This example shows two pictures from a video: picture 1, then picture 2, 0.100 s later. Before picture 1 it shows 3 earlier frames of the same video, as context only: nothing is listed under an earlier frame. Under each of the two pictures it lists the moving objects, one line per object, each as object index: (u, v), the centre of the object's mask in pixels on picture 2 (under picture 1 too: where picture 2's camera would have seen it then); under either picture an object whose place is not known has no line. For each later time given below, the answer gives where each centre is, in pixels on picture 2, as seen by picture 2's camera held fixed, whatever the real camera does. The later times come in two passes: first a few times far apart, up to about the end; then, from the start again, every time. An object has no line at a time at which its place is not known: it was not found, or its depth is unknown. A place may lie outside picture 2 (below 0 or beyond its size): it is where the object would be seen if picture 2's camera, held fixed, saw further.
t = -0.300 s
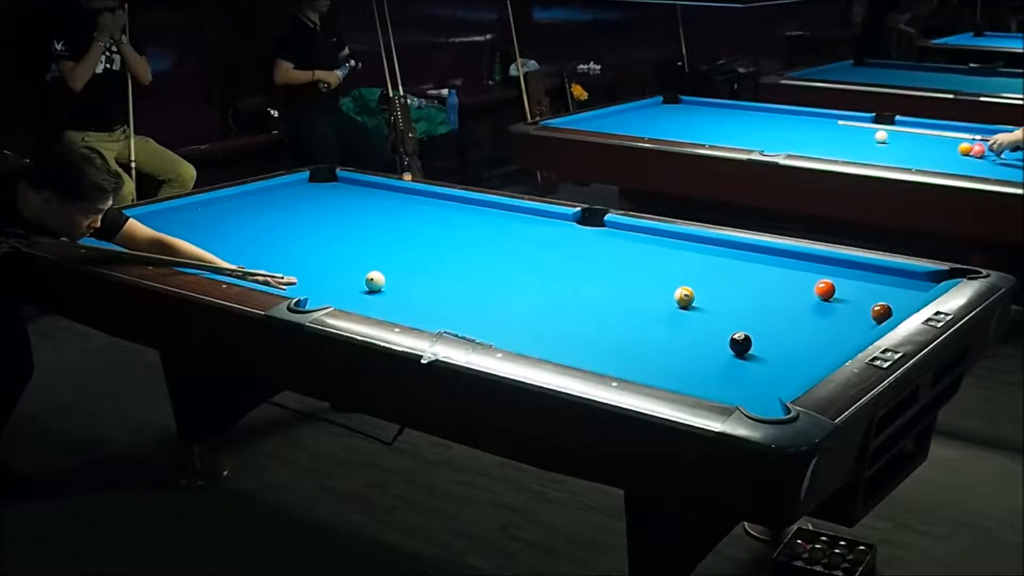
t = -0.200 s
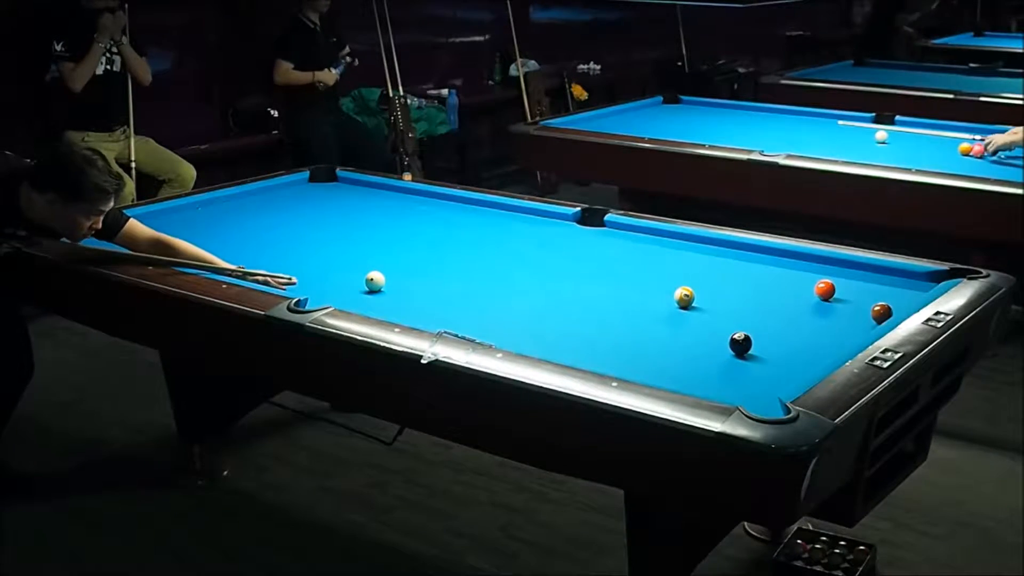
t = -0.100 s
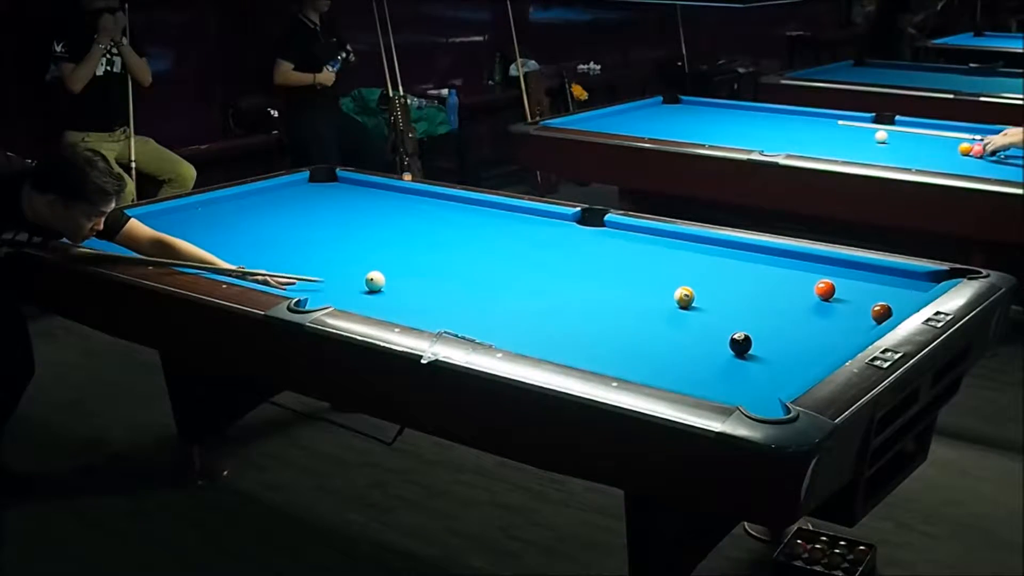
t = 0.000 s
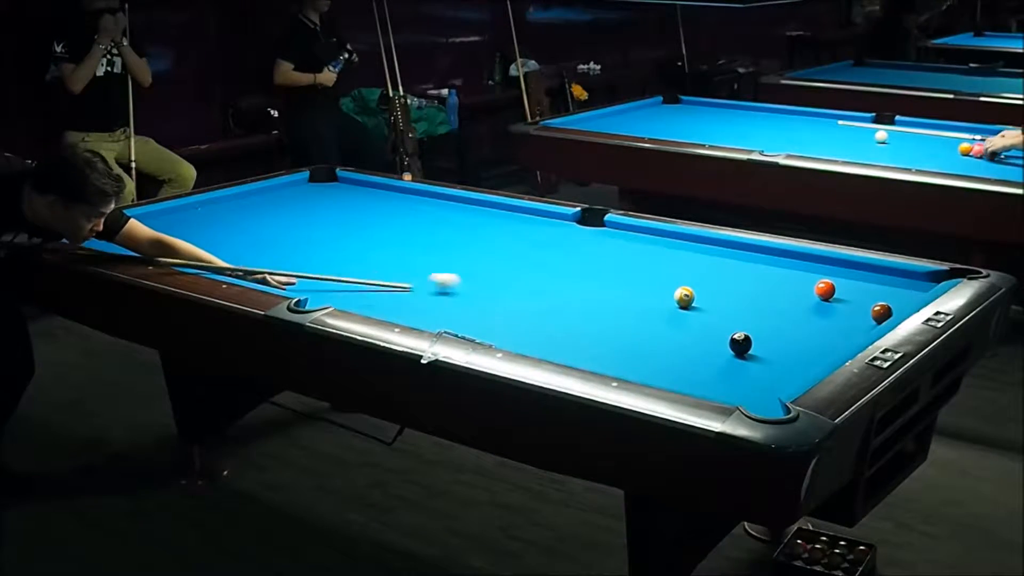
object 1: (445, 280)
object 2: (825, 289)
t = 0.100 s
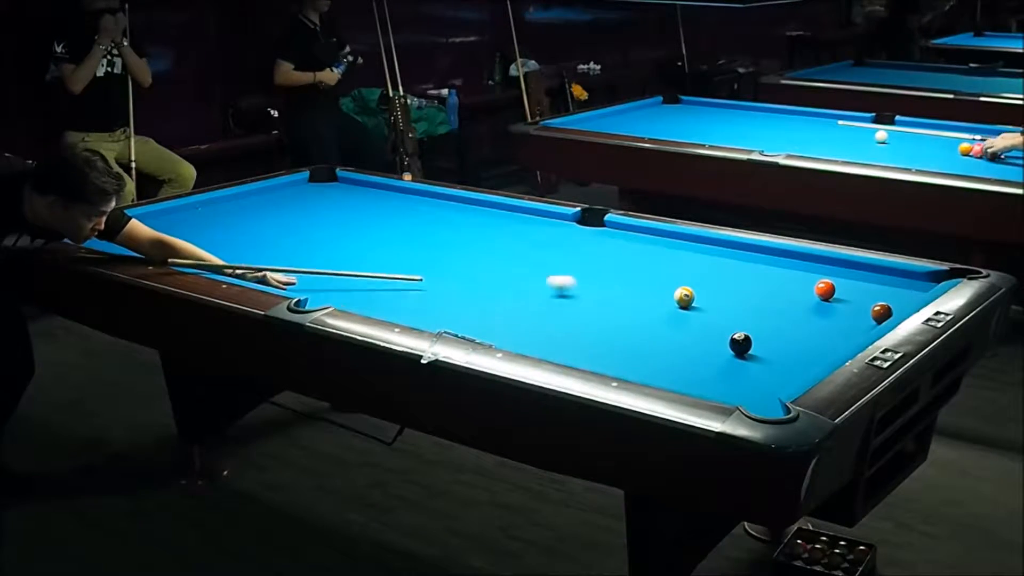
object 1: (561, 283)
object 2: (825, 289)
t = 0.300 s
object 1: (774, 288)
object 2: (825, 289)
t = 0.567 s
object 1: (835, 308)
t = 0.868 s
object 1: (857, 326)
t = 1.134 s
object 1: (846, 333)
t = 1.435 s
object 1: (821, 334)
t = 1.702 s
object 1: (802, 336)
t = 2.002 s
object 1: (782, 338)
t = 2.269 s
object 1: (767, 339)
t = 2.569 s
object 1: (757, 339)
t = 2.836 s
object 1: (754, 339)
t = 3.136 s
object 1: (753, 339)
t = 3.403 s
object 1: (753, 339)
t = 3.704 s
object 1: (753, 339)
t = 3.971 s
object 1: (753, 339)
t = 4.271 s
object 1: (753, 339)
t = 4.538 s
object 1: (754, 339)
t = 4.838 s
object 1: (754, 339)
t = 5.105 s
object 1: (754, 339)
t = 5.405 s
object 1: (754, 339)
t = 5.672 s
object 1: (754, 339)
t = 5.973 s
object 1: (754, 339)
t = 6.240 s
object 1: (754, 339)
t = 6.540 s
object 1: (753, 339)
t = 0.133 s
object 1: (600, 284)
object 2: (825, 289)
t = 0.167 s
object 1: (636, 284)
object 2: (825, 289)
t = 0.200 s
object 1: (670, 285)
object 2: (825, 289)
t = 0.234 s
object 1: (707, 287)
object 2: (825, 289)
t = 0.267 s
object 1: (741, 287)
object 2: (825, 289)
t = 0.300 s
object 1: (774, 288)
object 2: (825, 289)
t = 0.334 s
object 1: (806, 291)
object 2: (826, 288)
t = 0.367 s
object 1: (813, 294)
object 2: (851, 286)
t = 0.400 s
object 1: (818, 297)
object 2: (876, 284)
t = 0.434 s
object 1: (823, 299)
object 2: (900, 283)
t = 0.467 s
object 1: (827, 302)
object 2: (922, 280)
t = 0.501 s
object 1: (830, 304)
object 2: (943, 277)
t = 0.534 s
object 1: (833, 306)
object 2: (964, 275)
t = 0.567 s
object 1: (835, 308)
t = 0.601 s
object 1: (837, 310)
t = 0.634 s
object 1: (839, 312)
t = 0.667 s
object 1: (842, 314)
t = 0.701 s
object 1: (844, 316)
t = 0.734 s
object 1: (847, 318)
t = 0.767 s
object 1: (849, 320)
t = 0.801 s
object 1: (852, 322)
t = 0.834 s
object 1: (854, 324)
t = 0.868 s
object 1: (857, 326)
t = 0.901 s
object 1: (858, 327)
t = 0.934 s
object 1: (860, 328)
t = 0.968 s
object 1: (860, 329)
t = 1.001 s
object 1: (856, 330)
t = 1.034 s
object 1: (854, 331)
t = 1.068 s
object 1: (851, 331)
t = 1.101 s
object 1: (848, 332)
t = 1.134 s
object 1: (846, 333)
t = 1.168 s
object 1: (843, 333)
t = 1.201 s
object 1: (840, 333)
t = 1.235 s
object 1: (837, 333)
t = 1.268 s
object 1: (835, 333)
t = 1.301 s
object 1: (832, 333)
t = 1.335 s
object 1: (829, 334)
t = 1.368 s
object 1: (826, 334)
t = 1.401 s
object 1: (824, 334)
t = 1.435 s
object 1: (821, 334)
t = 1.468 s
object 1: (819, 335)
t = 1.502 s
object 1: (816, 335)
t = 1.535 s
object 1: (814, 335)
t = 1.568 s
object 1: (811, 335)
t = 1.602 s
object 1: (809, 335)
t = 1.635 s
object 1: (806, 336)
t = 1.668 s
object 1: (804, 336)
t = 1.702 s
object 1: (802, 336)
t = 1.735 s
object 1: (799, 336)
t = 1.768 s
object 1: (797, 336)
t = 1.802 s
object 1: (795, 337)
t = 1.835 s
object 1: (793, 337)
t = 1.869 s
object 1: (791, 337)
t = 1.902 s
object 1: (788, 337)
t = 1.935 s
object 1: (786, 337)
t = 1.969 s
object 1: (784, 338)
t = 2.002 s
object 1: (782, 338)
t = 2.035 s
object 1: (780, 338)
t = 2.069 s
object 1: (778, 338)
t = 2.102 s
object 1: (776, 338)
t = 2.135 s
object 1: (775, 338)
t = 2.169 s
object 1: (773, 338)
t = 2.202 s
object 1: (771, 339)
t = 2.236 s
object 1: (769, 339)
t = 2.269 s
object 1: (767, 339)
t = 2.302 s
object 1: (766, 339)
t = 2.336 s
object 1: (764, 339)
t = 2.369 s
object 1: (762, 339)
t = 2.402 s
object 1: (761, 339)
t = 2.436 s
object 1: (760, 339)
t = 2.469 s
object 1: (759, 339)
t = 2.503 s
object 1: (758, 339)
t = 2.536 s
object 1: (758, 339)
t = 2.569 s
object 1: (757, 339)
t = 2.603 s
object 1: (757, 339)
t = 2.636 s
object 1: (756, 339)
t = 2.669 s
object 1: (755, 339)
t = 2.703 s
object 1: (755, 339)
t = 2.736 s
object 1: (755, 339)
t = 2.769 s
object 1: (755, 339)
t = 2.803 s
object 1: (755, 339)
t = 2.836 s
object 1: (754, 339)
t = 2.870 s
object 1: (754, 339)
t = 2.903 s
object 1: (754, 339)
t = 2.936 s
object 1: (754, 339)
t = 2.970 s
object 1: (754, 339)
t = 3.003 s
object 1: (753, 339)
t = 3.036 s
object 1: (753, 339)
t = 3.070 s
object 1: (754, 339)
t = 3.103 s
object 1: (754, 339)
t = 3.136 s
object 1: (753, 339)
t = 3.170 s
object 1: (753, 339)
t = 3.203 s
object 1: (753, 339)
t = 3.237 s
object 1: (753, 339)
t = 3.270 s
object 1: (753, 339)
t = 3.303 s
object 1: (753, 339)
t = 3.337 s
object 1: (753, 339)
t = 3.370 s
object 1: (753, 339)
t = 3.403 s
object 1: (753, 339)
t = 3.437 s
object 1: (753, 339)
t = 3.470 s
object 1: (753, 339)
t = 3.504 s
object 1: (753, 339)
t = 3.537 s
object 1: (754, 339)
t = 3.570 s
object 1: (753, 339)
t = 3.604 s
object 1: (754, 339)
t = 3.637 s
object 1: (754, 339)
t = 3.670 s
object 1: (753, 339)
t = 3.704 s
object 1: (753, 339)
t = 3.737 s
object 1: (753, 339)
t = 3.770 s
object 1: (754, 339)
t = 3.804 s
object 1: (753, 339)
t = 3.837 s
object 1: (754, 339)
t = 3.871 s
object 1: (753, 339)
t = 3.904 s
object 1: (754, 339)
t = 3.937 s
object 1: (754, 338)
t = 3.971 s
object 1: (753, 339)
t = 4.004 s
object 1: (753, 339)
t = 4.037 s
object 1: (753, 339)
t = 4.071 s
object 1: (753, 339)
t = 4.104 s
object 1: (753, 339)
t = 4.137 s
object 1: (753, 339)
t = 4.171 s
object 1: (754, 339)
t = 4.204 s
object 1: (753, 339)
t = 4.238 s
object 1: (753, 339)
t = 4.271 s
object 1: (753, 339)
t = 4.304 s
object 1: (754, 339)
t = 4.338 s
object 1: (754, 339)
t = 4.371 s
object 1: (753, 339)
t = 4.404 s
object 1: (754, 339)
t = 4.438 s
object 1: (754, 339)
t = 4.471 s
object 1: (754, 339)
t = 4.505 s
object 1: (753, 339)
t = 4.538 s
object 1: (754, 339)
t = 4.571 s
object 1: (753, 339)
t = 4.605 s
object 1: (754, 339)
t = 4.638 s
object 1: (753, 339)
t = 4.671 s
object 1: (754, 339)
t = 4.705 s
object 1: (754, 339)
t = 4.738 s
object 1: (754, 339)
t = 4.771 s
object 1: (754, 339)
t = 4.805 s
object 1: (754, 339)
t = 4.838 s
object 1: (754, 339)
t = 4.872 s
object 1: (754, 339)
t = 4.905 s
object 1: (754, 339)
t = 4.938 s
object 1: (754, 339)
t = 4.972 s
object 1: (754, 339)
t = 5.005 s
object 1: (754, 339)
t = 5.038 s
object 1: (754, 339)
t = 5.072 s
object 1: (754, 339)
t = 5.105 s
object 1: (754, 339)
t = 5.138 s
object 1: (754, 339)
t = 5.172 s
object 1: (754, 339)
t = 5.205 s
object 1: (754, 339)
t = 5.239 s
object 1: (754, 339)
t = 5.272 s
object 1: (754, 339)
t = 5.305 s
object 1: (754, 339)
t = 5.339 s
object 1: (754, 339)
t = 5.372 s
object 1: (754, 339)
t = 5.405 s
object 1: (754, 339)
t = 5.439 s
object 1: (754, 339)
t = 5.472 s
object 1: (754, 339)
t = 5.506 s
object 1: (754, 339)
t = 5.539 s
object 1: (754, 339)
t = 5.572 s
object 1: (754, 339)
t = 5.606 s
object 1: (754, 339)
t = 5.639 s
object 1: (754, 339)
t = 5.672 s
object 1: (754, 339)
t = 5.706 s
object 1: (754, 339)
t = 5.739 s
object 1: (754, 339)
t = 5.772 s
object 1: (753, 339)
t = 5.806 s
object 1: (754, 339)
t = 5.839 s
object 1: (753, 339)
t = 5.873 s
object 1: (754, 339)
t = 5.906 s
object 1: (754, 339)
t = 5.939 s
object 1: (754, 338)
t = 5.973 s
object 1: (754, 339)
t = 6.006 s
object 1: (754, 339)
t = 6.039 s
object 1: (754, 338)
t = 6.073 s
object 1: (754, 339)
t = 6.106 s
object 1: (753, 339)
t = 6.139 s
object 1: (754, 339)
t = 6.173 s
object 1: (754, 339)
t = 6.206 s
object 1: (754, 339)
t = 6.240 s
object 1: (754, 339)
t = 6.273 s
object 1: (754, 339)
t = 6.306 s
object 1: (754, 339)
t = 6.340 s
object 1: (754, 339)
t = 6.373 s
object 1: (754, 339)
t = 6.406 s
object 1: (754, 339)
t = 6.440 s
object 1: (754, 339)
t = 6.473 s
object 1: (754, 339)
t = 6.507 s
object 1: (754, 339)
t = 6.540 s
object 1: (753, 339)
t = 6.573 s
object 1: (754, 339)
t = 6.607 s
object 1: (754, 338)
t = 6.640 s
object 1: (754, 338)
